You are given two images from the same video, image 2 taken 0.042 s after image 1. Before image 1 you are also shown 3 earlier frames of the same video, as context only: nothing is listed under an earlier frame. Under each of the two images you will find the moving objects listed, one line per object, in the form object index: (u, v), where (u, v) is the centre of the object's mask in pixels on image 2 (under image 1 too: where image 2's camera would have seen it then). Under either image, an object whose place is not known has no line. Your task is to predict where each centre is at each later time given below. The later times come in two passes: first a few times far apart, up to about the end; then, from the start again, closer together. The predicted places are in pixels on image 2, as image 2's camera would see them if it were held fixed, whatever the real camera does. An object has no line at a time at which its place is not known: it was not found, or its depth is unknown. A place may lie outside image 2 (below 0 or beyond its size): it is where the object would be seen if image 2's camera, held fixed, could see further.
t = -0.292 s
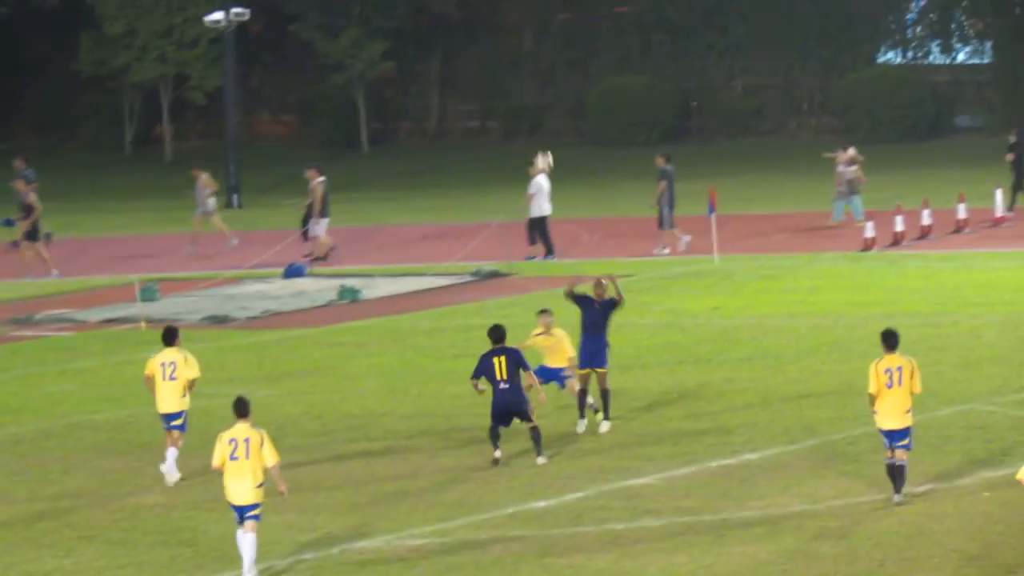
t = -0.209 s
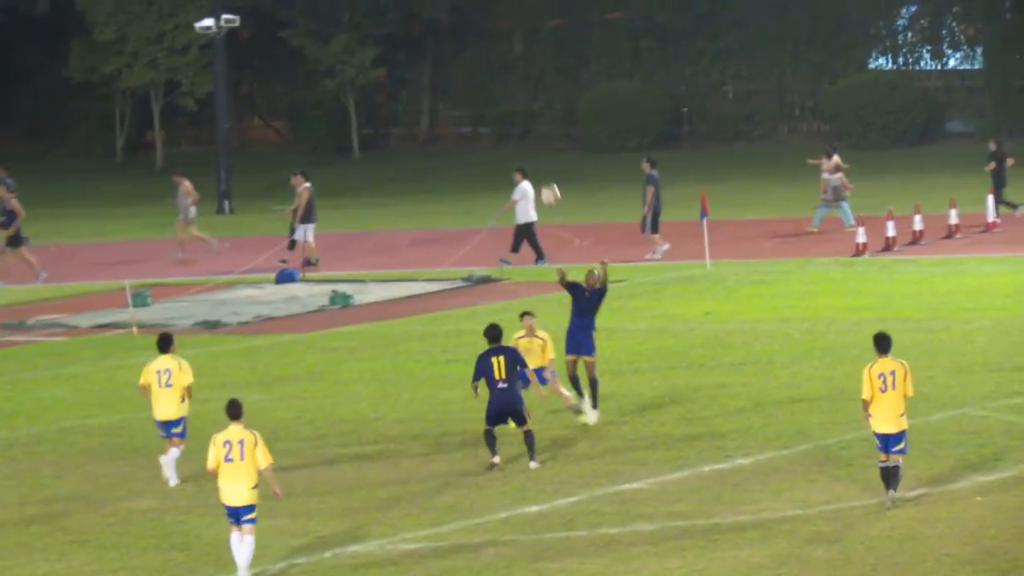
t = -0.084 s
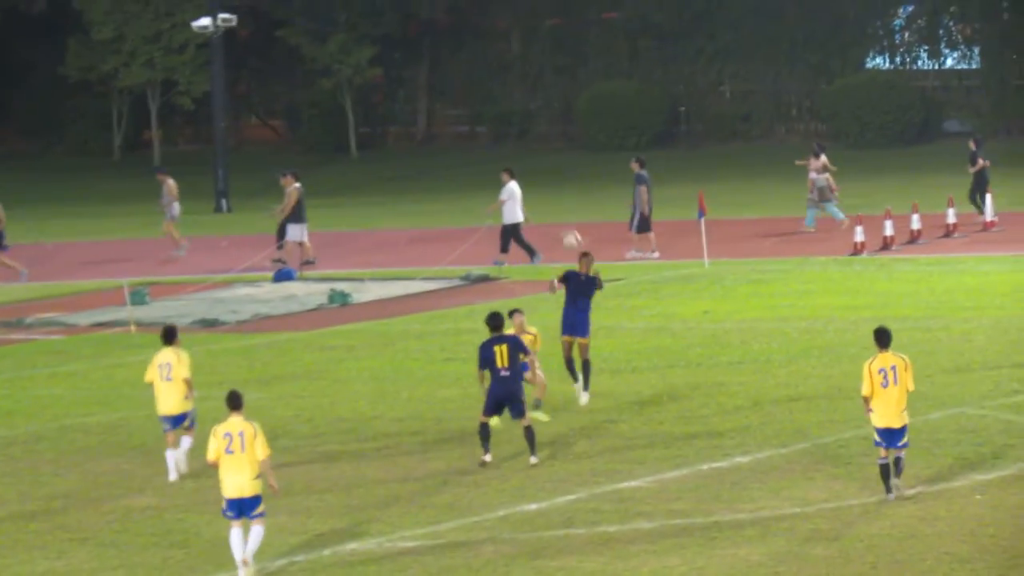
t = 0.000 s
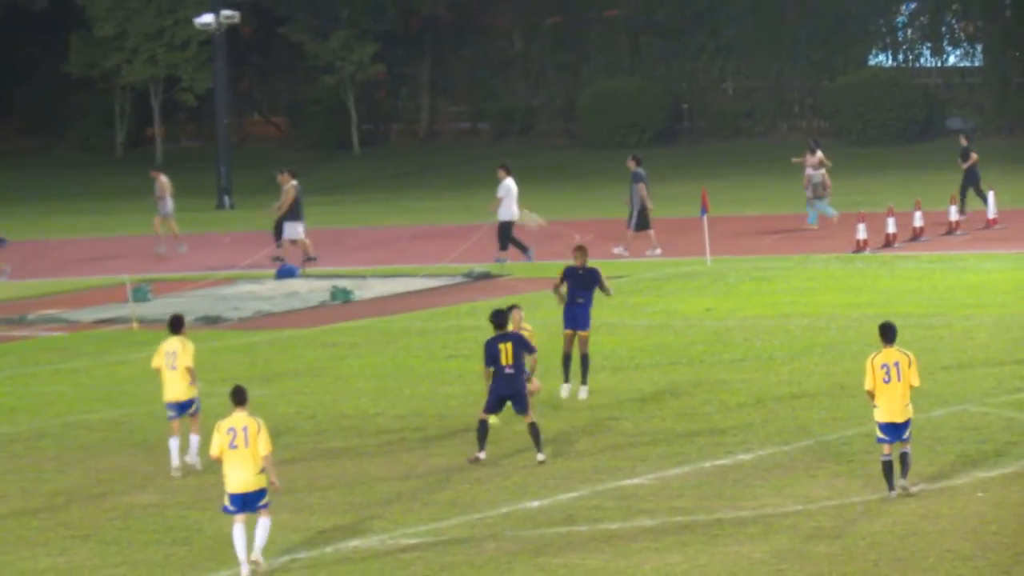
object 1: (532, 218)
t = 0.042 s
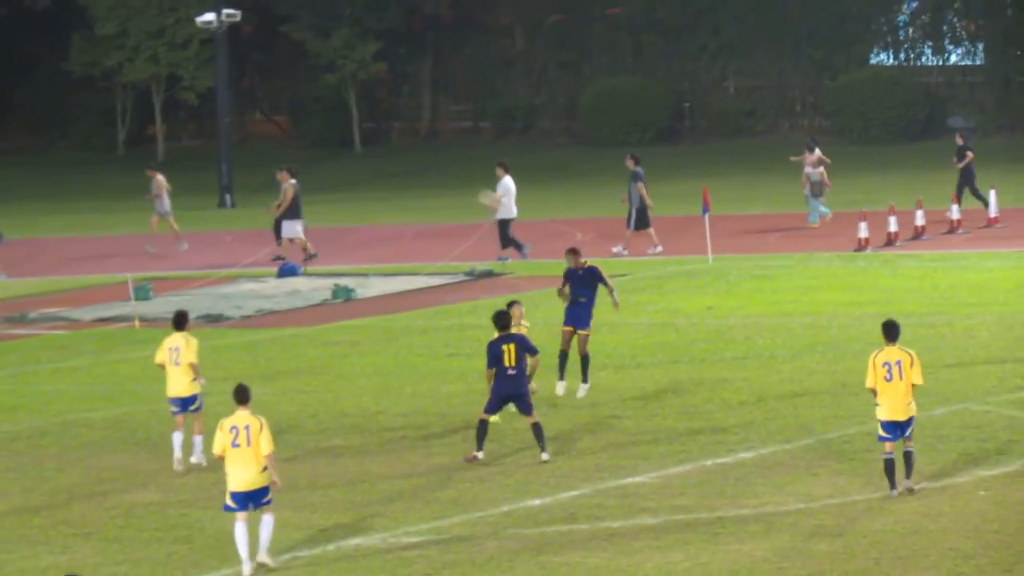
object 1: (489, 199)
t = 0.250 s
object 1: (308, 134)
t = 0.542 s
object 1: (74, 96)
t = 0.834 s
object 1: (-160, 119)
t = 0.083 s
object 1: (455, 185)
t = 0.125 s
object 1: (418, 170)
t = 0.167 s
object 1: (382, 157)
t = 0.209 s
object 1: (345, 144)
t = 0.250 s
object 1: (308, 134)
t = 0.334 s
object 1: (236, 116)
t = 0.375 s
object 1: (201, 111)
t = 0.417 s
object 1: (165, 106)
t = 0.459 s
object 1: (129, 102)
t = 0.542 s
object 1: (74, 96)
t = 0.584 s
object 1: (42, 95)
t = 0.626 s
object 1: (7, 95)
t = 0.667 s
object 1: (-21, 97)
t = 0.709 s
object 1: (-64, 101)
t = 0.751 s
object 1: (-93, 105)
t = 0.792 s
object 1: (-126, 111)
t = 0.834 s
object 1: (-160, 119)
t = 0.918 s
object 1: (-230, 139)
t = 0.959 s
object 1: (-267, 151)
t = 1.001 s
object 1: (-303, 166)
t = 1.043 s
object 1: (-340, 180)
